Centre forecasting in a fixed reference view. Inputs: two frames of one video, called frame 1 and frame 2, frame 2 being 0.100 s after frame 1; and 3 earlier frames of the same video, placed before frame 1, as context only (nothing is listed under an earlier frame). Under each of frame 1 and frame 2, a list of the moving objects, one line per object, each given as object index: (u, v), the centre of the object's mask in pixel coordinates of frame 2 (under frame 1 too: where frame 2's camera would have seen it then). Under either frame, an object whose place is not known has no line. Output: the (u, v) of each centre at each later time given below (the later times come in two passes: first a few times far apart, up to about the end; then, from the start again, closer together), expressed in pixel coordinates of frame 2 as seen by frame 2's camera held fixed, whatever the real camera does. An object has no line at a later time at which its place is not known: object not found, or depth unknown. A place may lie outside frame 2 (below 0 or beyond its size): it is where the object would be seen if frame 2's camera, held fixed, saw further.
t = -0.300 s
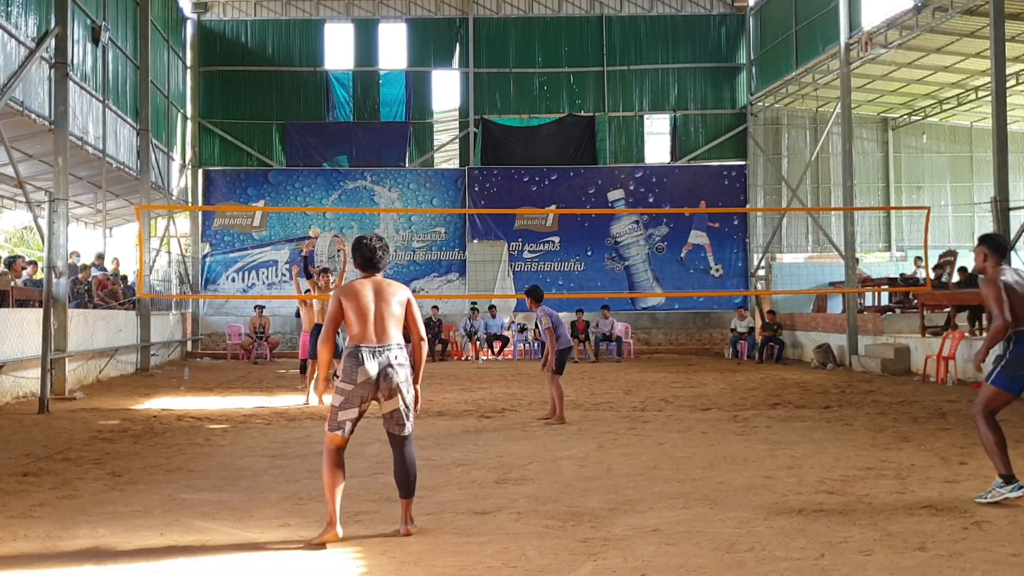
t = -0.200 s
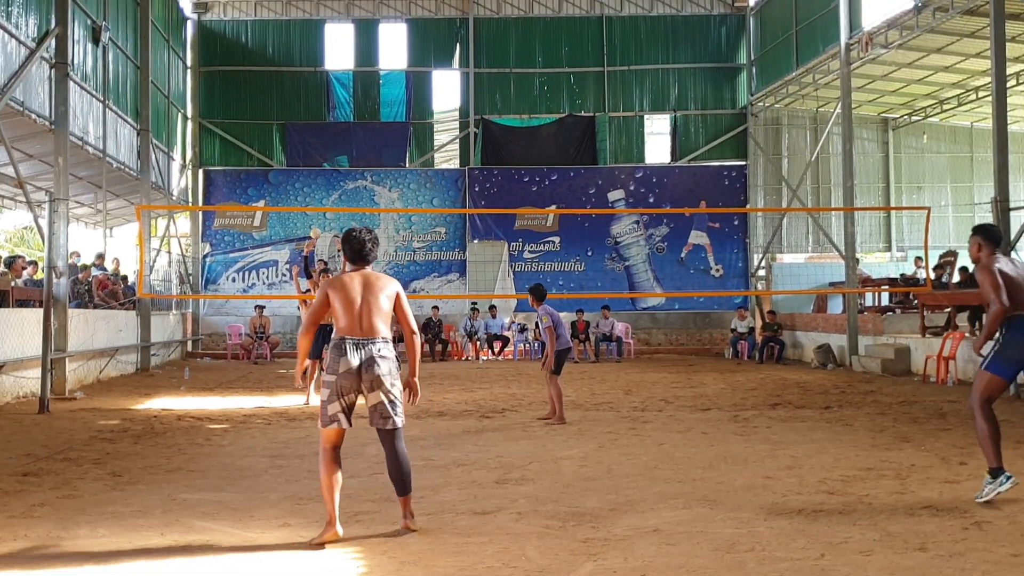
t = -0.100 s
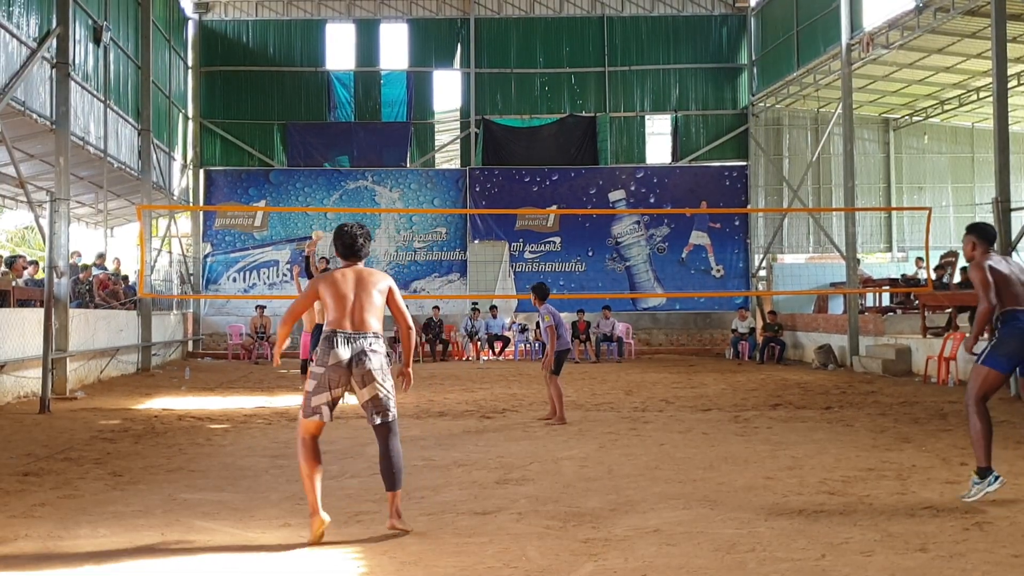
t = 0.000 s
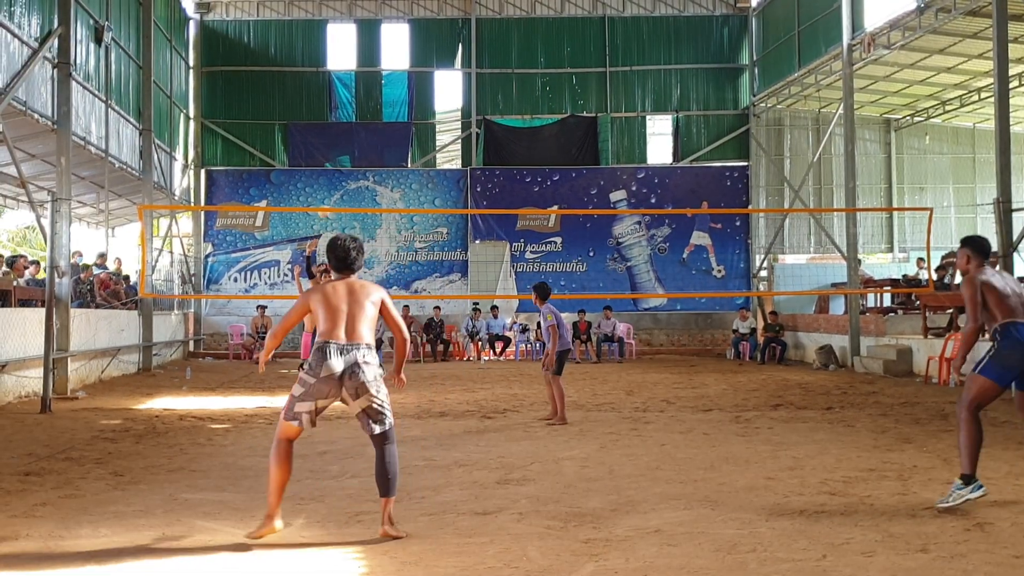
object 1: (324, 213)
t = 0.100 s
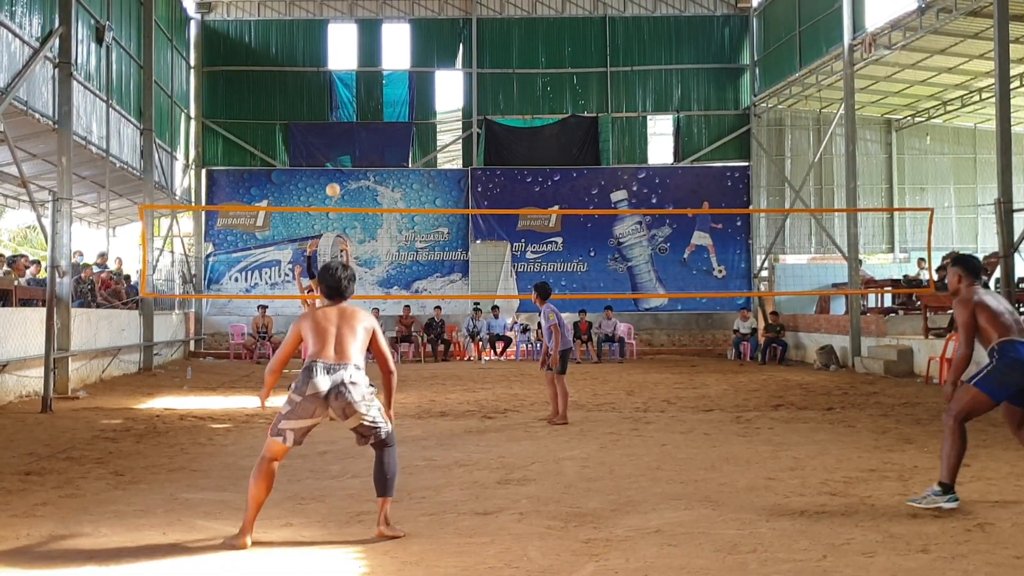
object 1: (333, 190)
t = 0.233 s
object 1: (351, 169)
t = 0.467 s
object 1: (414, 167)
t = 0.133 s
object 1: (336, 183)
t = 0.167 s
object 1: (341, 177)
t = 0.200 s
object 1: (346, 173)
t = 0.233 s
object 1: (351, 169)
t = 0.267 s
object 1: (358, 165)
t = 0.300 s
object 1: (364, 162)
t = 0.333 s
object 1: (372, 161)
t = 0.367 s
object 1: (381, 160)
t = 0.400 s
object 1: (391, 160)
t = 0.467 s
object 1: (414, 167)
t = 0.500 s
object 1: (428, 173)
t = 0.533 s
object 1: (444, 181)
